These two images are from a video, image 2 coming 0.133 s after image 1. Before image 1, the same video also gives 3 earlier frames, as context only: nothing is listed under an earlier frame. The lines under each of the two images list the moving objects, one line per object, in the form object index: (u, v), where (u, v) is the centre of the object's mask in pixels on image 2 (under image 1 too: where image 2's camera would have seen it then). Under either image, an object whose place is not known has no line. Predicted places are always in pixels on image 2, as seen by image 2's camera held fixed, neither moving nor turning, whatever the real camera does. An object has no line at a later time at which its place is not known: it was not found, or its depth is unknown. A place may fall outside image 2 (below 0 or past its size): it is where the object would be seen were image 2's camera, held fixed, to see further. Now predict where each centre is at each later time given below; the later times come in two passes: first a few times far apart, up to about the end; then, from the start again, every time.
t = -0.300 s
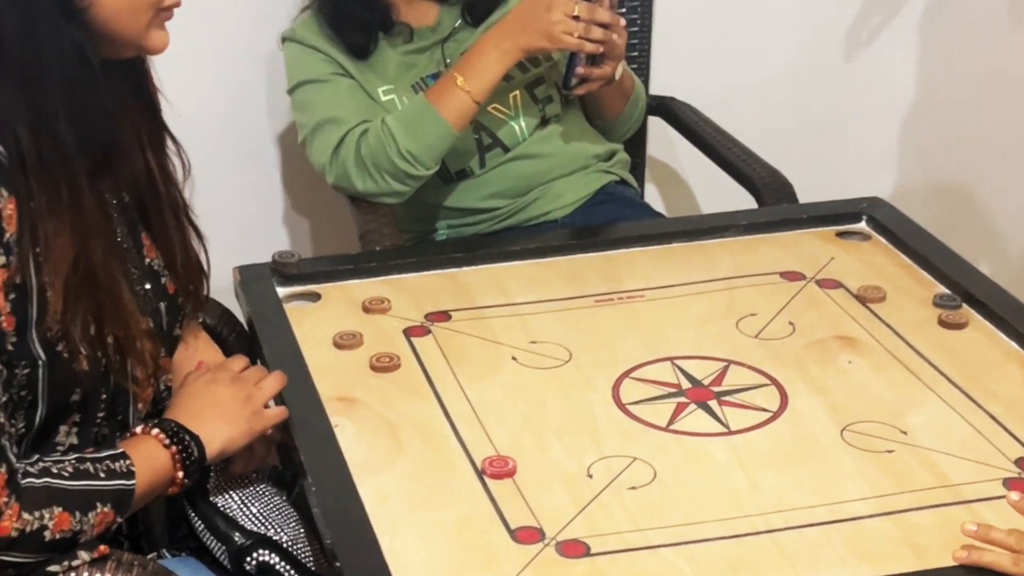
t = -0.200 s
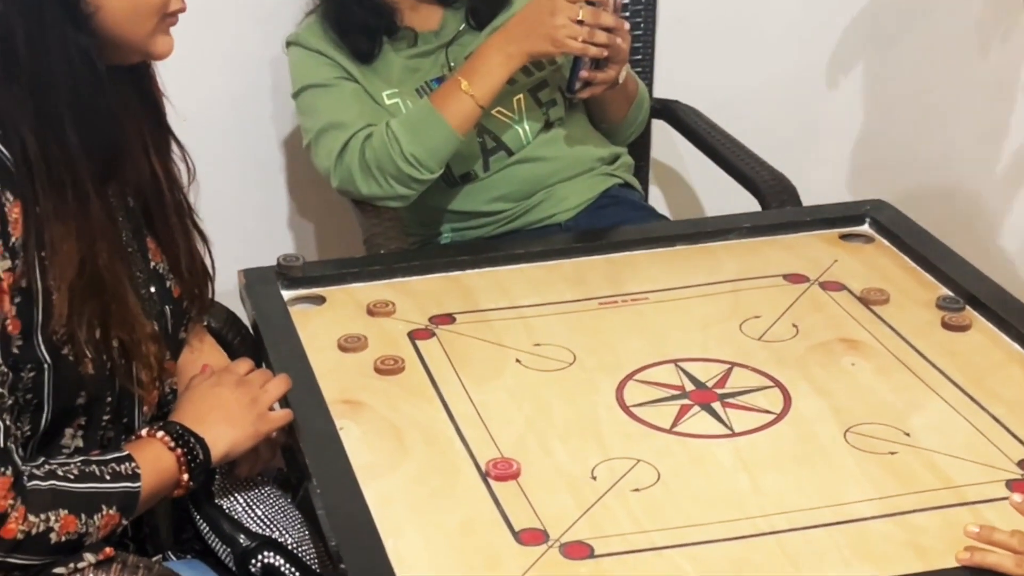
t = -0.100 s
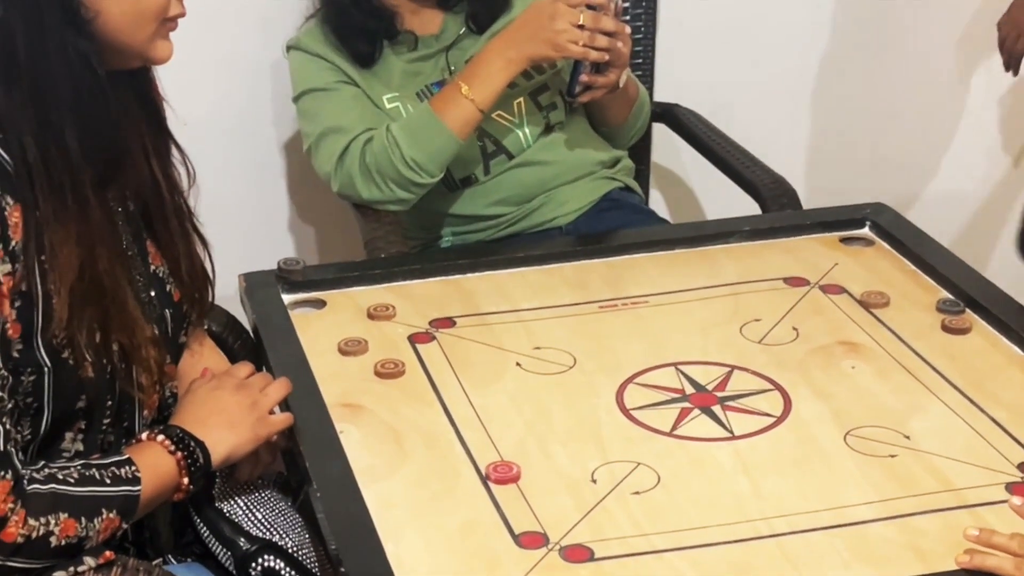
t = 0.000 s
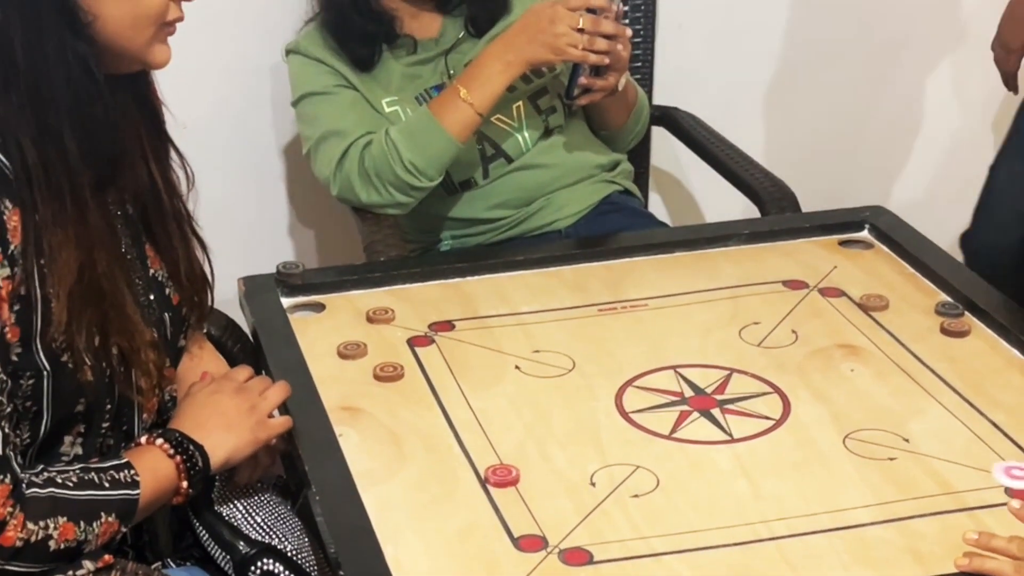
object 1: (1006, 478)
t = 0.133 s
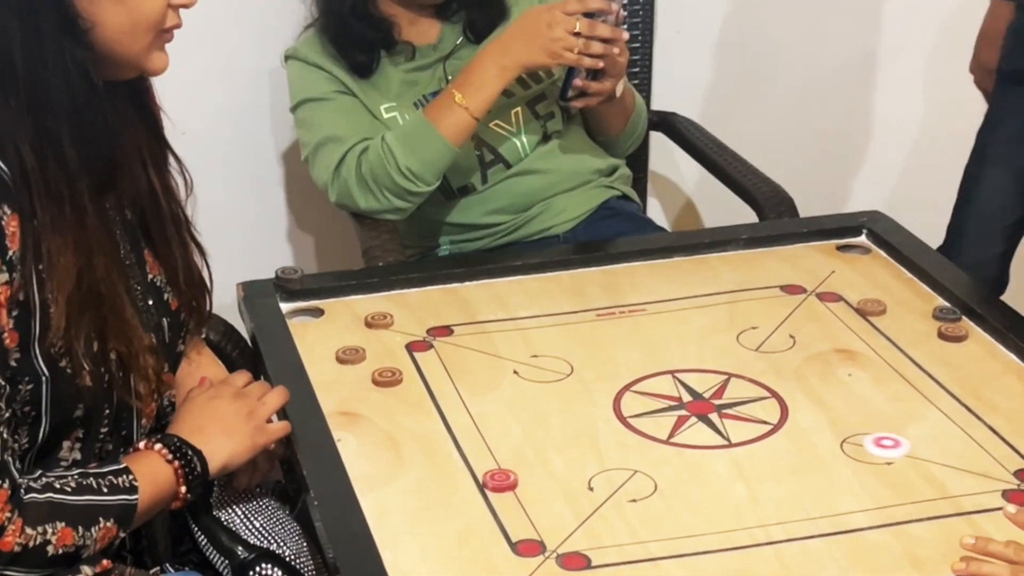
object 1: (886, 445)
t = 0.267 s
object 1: (815, 425)
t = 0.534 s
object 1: (769, 412)
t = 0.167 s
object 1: (865, 439)
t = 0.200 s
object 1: (845, 434)
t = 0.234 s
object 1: (829, 430)
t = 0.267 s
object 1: (815, 425)
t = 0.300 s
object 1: (802, 422)
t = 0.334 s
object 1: (793, 419)
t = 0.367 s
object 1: (785, 417)
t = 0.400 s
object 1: (780, 415)
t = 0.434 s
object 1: (775, 414)
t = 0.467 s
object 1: (771, 413)
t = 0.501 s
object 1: (769, 413)
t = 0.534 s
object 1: (769, 412)
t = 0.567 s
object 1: (769, 412)
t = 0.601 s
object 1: (769, 412)
